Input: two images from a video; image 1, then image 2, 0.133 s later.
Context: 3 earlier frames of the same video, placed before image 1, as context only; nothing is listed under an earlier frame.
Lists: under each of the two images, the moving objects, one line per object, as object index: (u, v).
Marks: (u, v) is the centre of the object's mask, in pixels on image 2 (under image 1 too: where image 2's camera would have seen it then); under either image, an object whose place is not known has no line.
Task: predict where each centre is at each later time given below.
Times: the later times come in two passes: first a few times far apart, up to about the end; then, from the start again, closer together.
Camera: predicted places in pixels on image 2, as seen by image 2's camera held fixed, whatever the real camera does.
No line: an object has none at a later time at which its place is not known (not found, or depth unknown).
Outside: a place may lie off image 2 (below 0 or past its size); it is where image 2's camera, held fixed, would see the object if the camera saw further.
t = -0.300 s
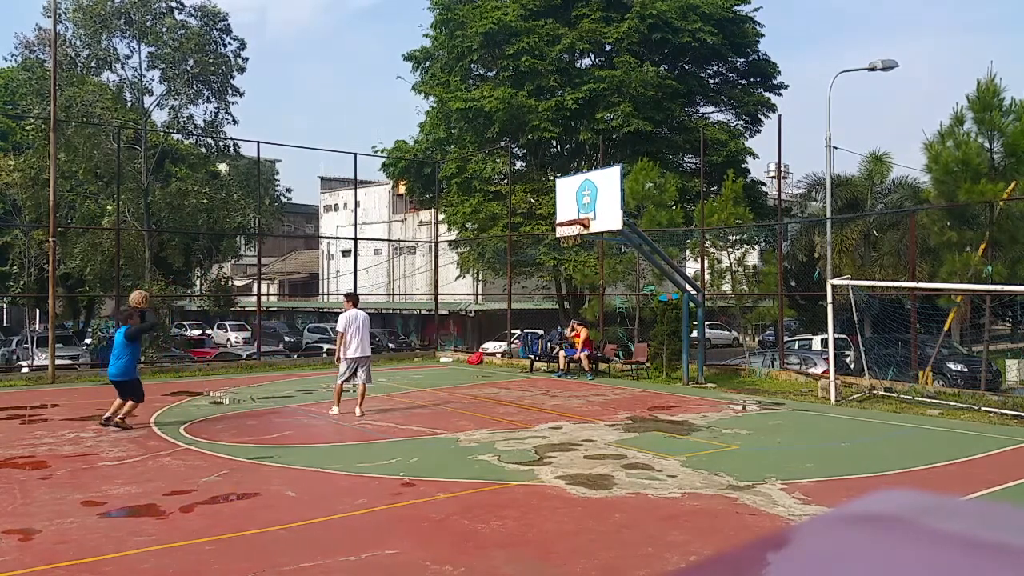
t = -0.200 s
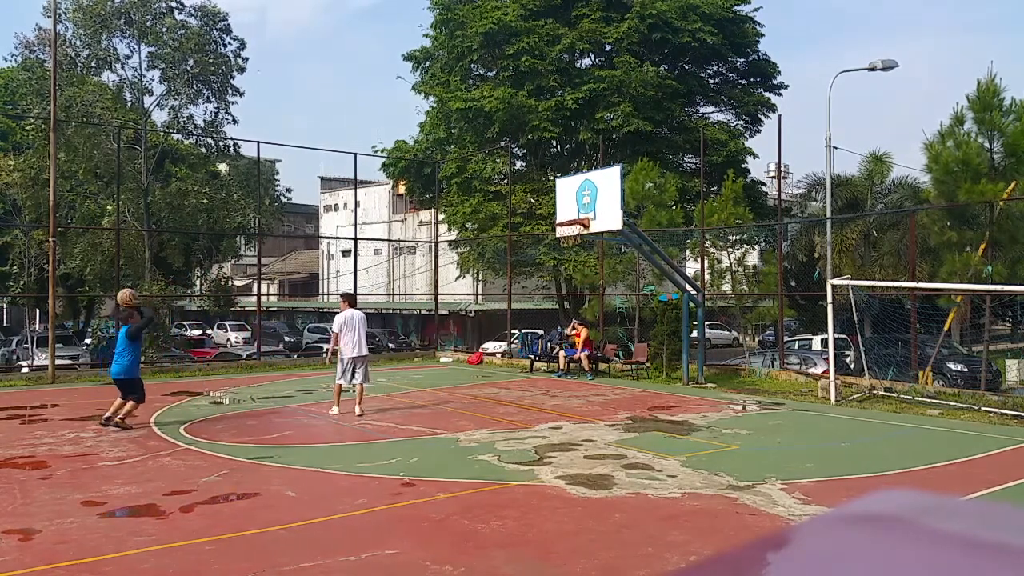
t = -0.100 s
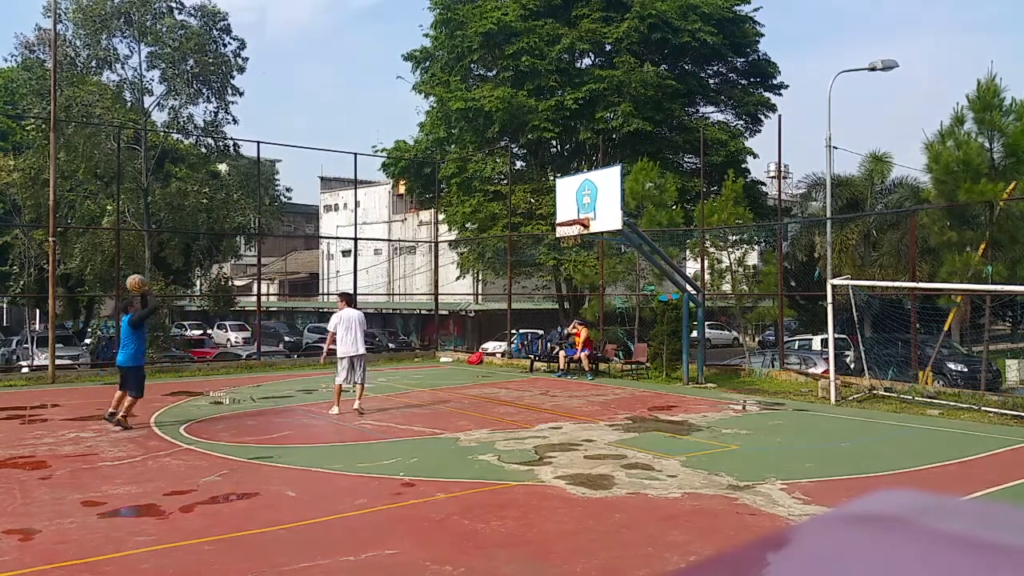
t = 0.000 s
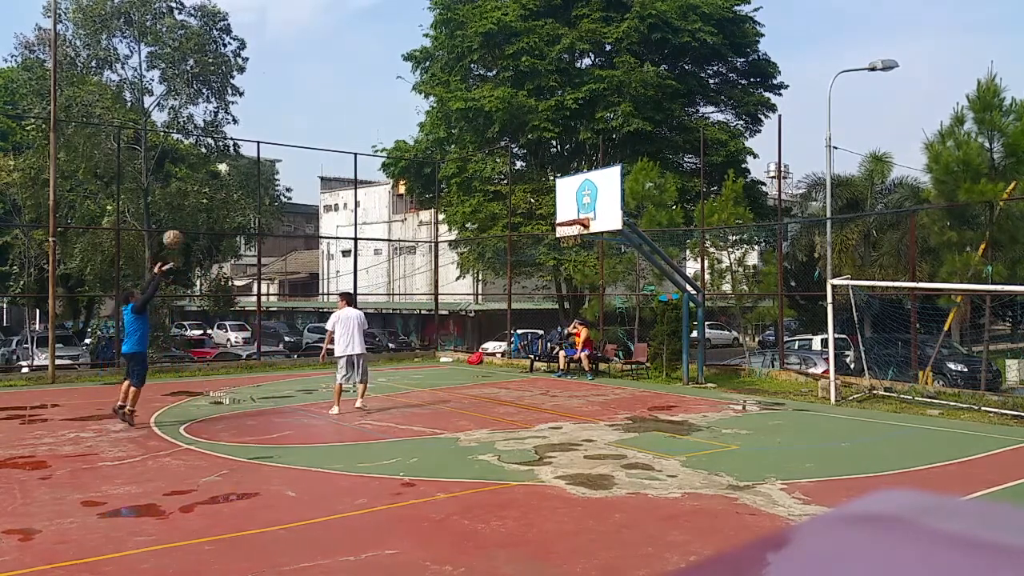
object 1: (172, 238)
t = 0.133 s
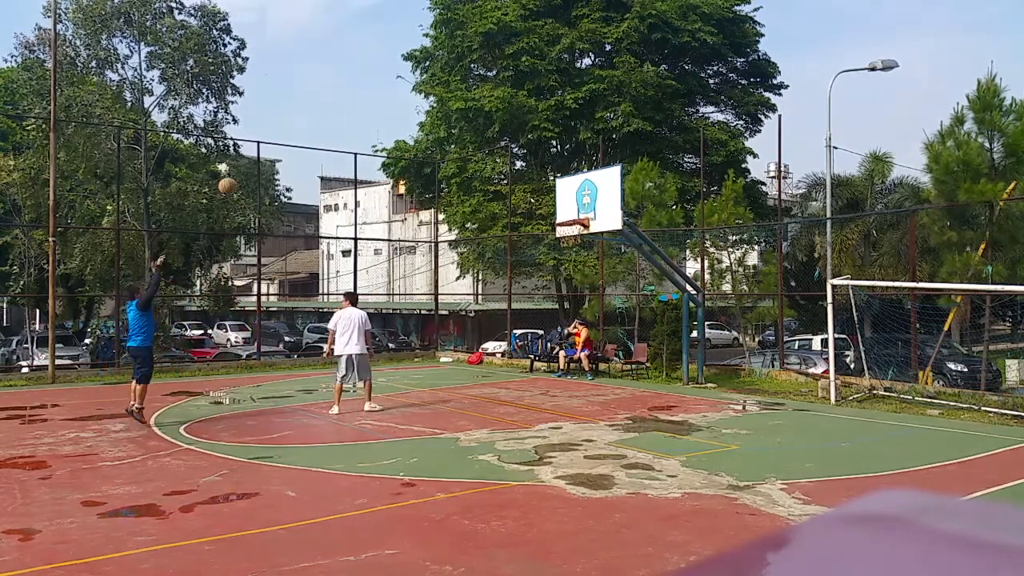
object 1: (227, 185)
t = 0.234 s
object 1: (266, 158)
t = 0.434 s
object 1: (338, 123)
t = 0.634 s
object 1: (403, 116)
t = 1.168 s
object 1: (552, 213)
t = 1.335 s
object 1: (572, 204)
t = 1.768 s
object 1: (568, 214)
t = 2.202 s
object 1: (563, 317)
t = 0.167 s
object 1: (239, 174)
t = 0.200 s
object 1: (251, 165)
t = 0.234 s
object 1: (266, 158)
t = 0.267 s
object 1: (279, 149)
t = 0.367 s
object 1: (315, 131)
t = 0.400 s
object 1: (327, 126)
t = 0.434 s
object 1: (338, 123)
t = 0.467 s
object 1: (350, 120)
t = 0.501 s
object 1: (361, 117)
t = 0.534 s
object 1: (372, 116)
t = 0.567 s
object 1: (382, 115)
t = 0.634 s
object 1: (403, 116)
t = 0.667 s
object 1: (414, 118)
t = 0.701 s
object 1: (424, 121)
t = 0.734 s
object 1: (433, 122)
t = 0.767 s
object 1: (442, 124)
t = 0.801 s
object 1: (454, 131)
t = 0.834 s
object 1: (463, 134)
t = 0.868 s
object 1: (472, 140)
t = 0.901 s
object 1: (481, 146)
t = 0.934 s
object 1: (491, 152)
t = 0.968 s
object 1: (499, 159)
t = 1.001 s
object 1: (508, 167)
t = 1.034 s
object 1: (518, 174)
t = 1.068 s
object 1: (527, 184)
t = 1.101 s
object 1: (535, 194)
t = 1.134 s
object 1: (543, 202)
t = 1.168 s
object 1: (552, 213)
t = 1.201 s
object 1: (557, 217)
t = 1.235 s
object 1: (561, 212)
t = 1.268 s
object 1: (565, 209)
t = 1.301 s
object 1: (569, 206)
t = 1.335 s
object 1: (572, 204)
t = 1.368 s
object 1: (576, 202)
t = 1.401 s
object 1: (576, 200)
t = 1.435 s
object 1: (576, 198)
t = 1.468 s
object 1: (575, 197)
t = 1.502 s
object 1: (574, 197)
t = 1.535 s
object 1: (573, 197)
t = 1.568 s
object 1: (573, 197)
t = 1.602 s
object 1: (572, 199)
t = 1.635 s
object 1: (571, 201)
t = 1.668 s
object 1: (570, 204)
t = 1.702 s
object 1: (569, 207)
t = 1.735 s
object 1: (569, 212)
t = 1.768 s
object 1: (568, 214)
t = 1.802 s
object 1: (567, 218)
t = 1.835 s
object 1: (567, 225)
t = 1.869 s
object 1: (566, 232)
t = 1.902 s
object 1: (567, 237)
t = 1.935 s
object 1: (565, 242)
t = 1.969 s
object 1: (565, 249)
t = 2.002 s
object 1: (565, 257)
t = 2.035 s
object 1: (564, 266)
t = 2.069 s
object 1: (564, 275)
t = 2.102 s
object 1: (564, 285)
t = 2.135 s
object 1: (563, 295)
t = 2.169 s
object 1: (563, 306)
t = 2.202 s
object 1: (563, 317)
